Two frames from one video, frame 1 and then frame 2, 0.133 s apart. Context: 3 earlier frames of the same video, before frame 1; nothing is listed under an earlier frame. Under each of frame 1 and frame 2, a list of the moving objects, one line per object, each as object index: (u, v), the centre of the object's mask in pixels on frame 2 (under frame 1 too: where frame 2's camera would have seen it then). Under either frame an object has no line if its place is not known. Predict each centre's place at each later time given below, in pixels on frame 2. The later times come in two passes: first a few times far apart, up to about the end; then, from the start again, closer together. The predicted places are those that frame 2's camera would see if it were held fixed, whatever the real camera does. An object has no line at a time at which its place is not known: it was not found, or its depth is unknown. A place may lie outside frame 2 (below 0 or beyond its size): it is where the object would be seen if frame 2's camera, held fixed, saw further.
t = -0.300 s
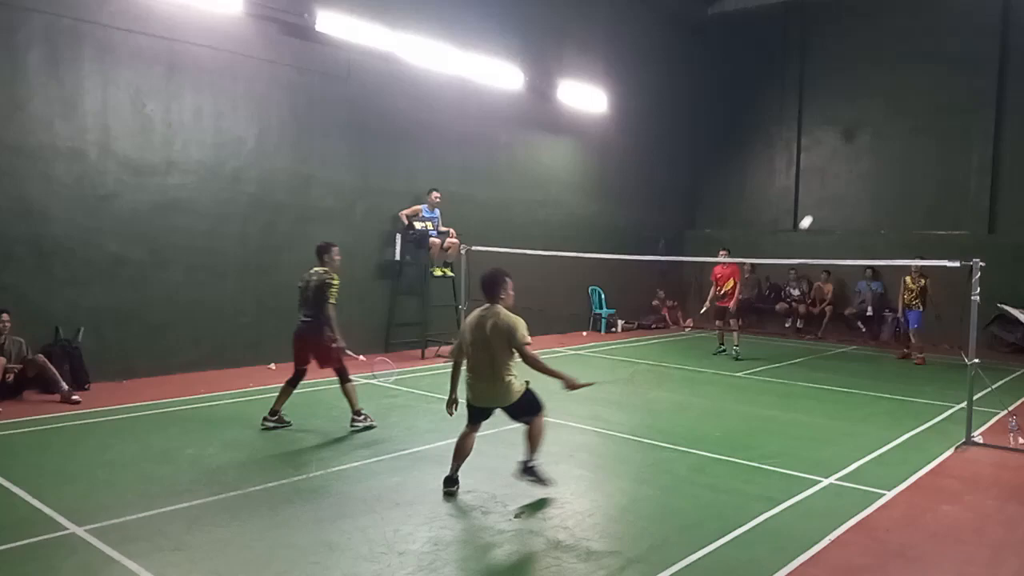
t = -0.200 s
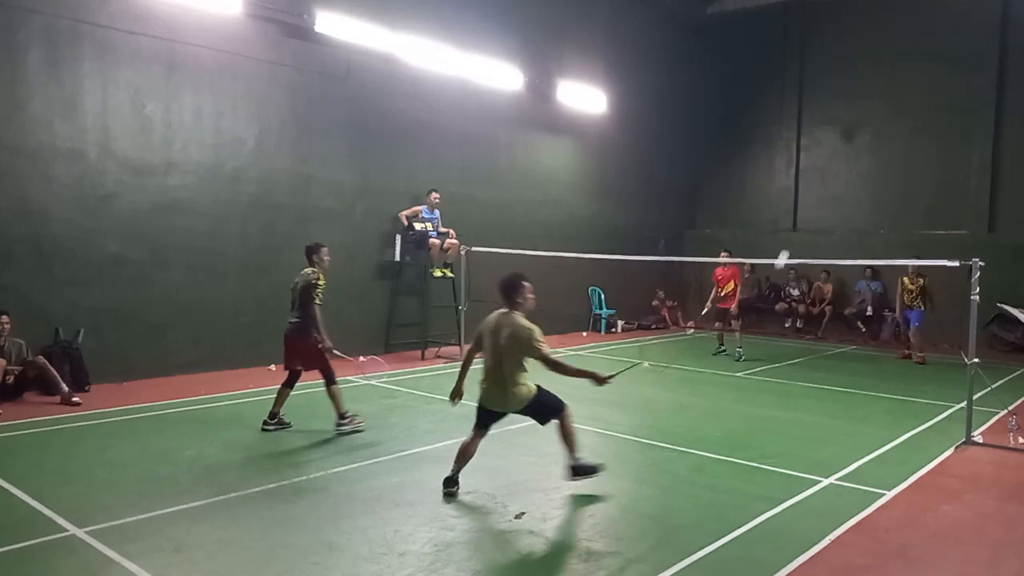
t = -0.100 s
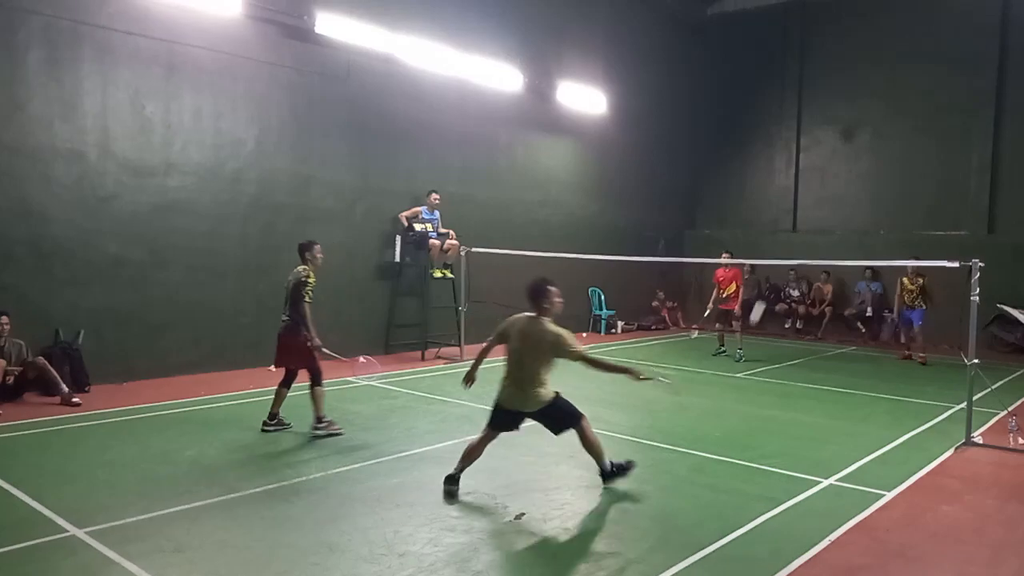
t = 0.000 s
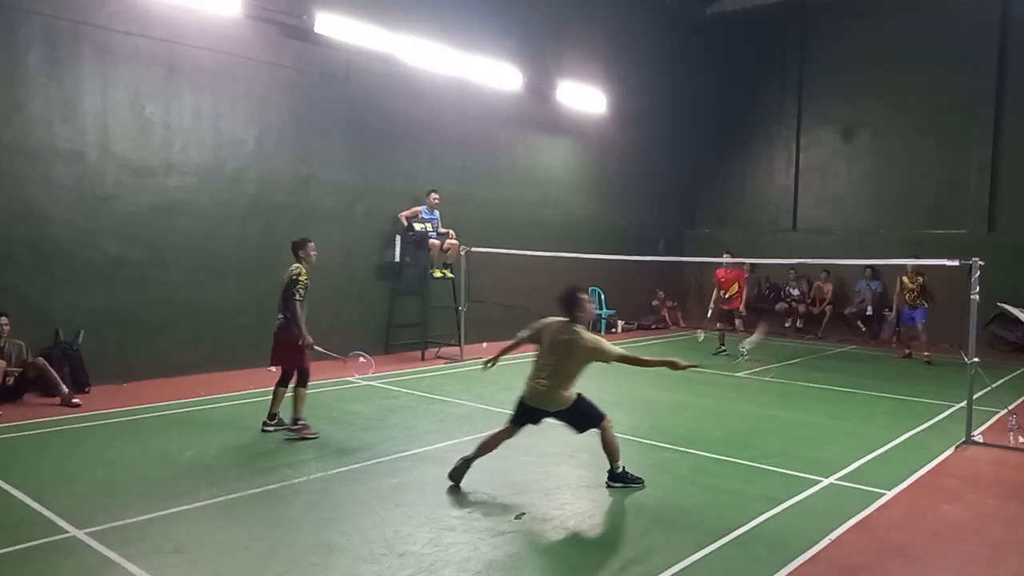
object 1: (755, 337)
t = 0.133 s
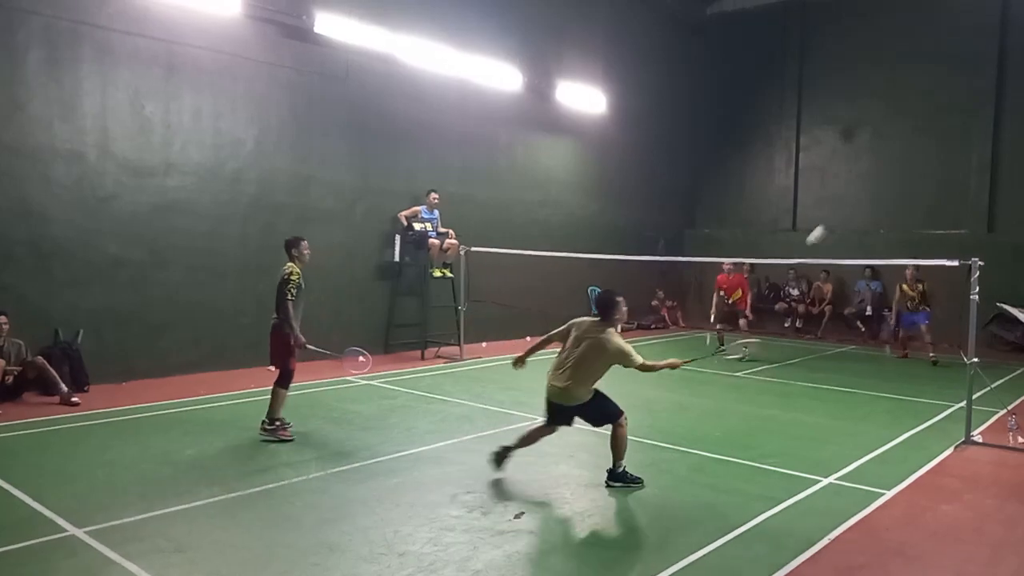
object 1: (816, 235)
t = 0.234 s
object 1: (854, 212)
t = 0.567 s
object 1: (920, 217)
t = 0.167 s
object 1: (829, 223)
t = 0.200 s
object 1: (842, 217)
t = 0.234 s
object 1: (854, 212)
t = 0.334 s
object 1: (877, 200)
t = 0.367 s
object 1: (884, 199)
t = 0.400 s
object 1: (891, 199)
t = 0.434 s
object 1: (897, 200)
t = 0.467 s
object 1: (904, 202)
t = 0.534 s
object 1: (915, 211)
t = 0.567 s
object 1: (920, 217)
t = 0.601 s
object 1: (925, 224)
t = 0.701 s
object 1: (937, 247)
